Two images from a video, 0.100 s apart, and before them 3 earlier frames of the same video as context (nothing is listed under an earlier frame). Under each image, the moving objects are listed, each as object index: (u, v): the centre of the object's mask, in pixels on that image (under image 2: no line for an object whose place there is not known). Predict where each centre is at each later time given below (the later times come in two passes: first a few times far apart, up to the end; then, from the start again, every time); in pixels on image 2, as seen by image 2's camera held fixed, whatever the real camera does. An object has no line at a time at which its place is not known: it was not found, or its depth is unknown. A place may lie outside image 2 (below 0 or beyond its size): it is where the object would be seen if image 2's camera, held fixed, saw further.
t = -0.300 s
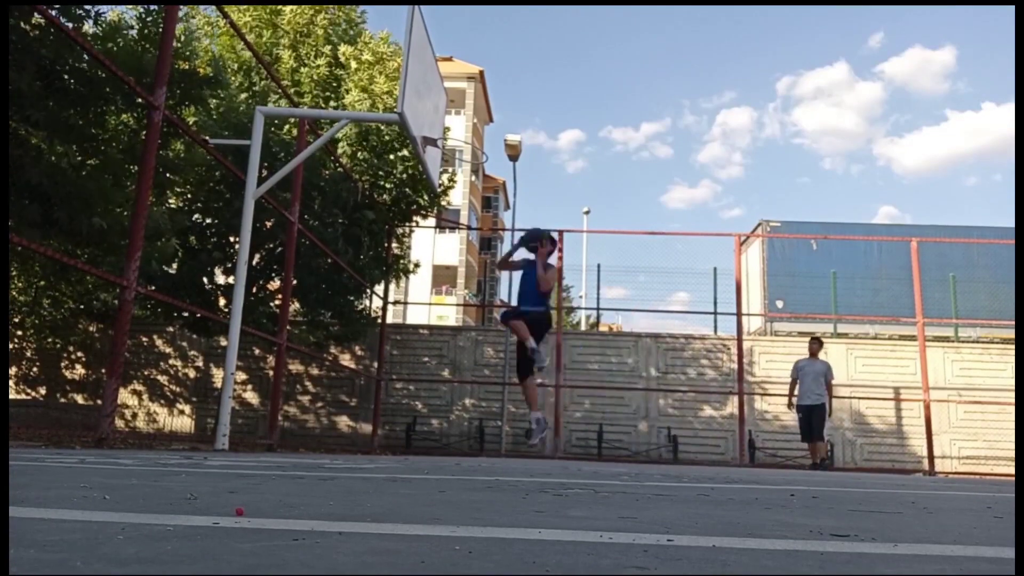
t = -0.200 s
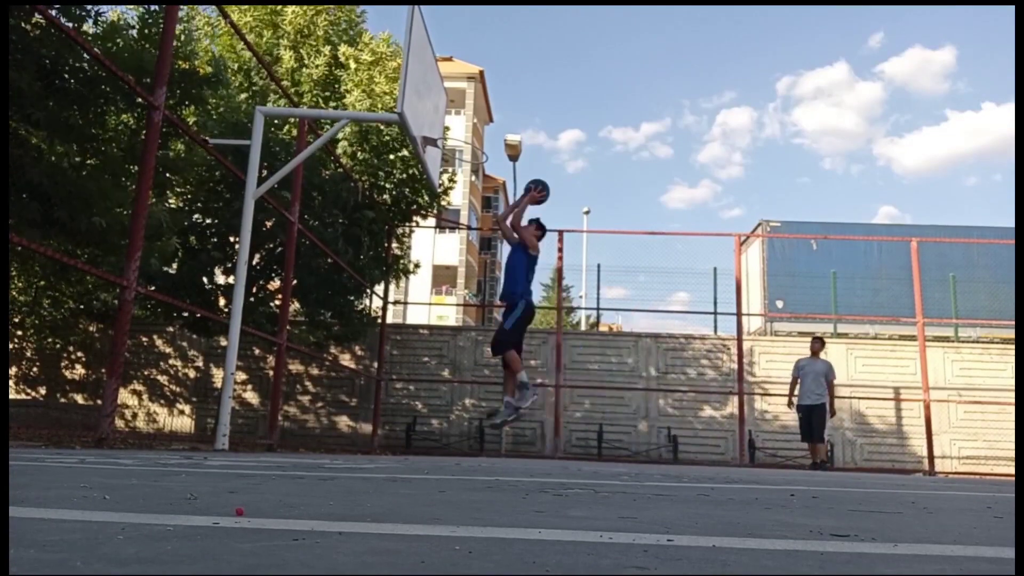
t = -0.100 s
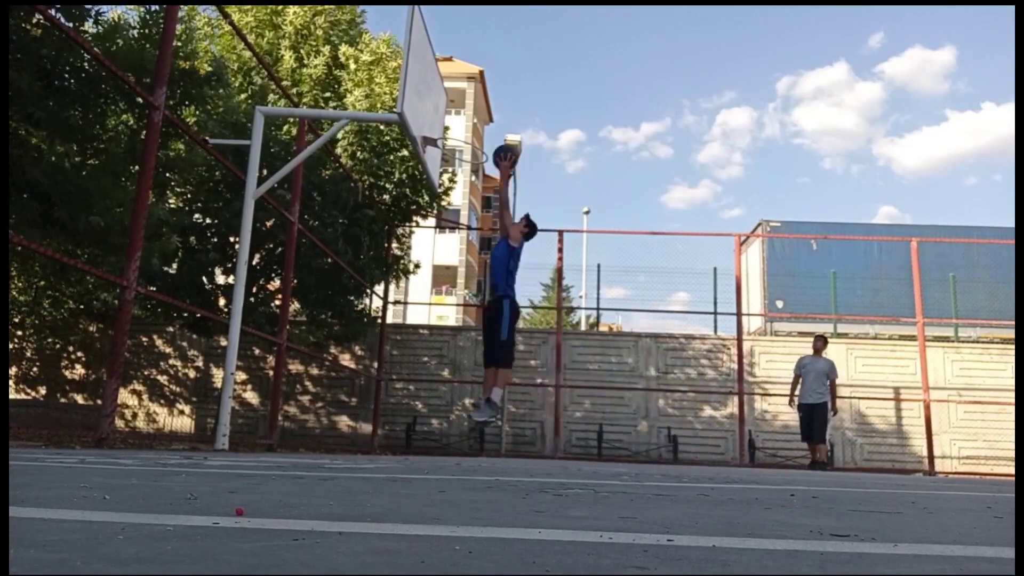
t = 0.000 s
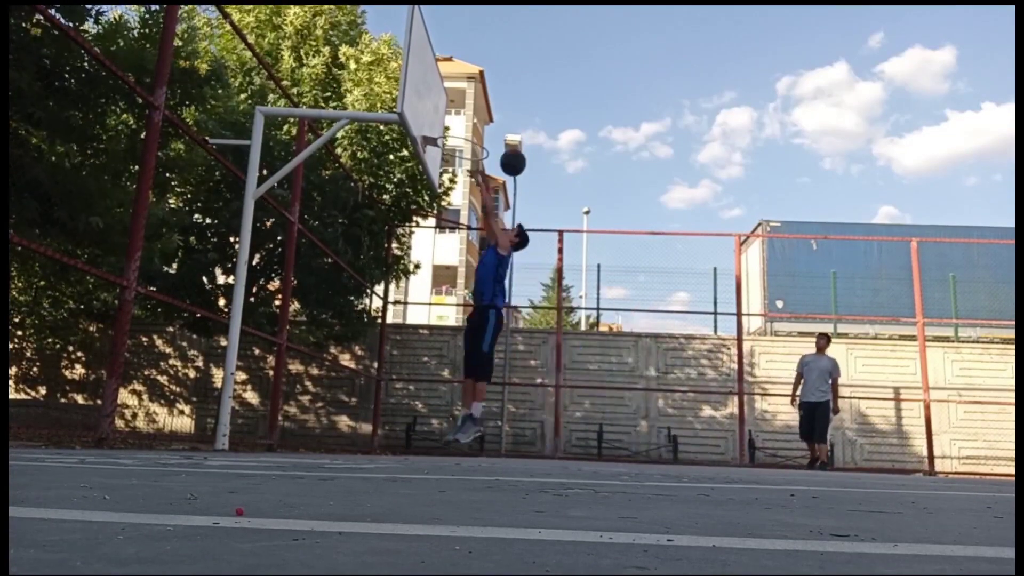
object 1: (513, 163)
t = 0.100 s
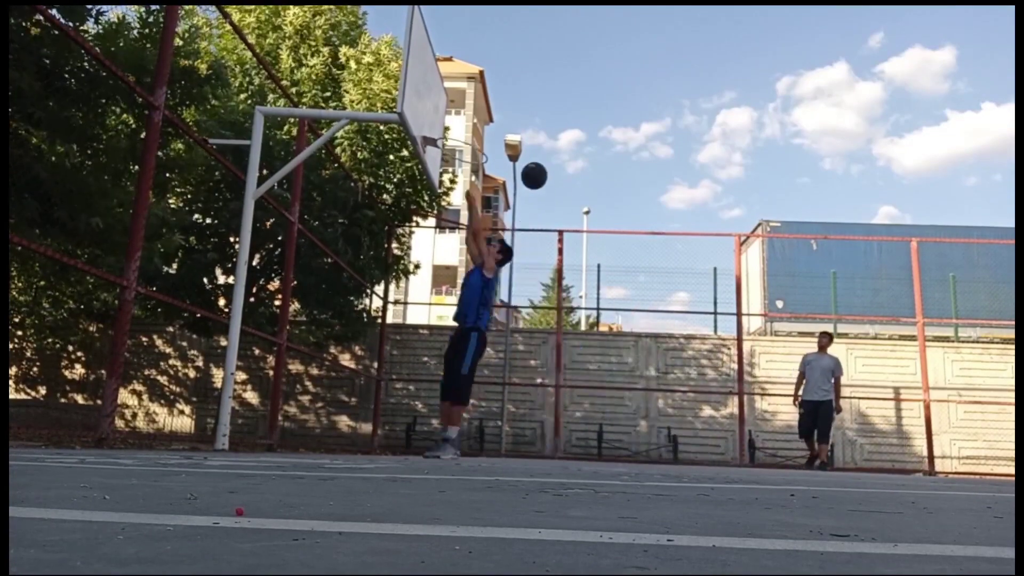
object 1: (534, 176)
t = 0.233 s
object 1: (562, 210)
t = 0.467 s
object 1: (611, 321)
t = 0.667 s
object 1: (656, 445)
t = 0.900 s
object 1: (691, 346)
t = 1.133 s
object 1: (724, 314)
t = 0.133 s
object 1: (541, 182)
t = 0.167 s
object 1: (548, 190)
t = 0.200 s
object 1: (555, 200)
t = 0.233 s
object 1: (562, 210)
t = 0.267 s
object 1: (569, 222)
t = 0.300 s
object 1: (576, 235)
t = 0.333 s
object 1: (583, 249)
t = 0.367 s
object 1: (590, 265)
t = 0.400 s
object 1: (597, 282)
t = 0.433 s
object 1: (604, 301)
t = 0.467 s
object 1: (611, 321)
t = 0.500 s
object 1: (619, 343)
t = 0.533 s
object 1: (626, 366)
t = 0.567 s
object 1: (634, 391)
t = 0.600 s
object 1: (642, 418)
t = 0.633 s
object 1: (650, 447)
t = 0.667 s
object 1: (656, 445)
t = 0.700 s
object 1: (661, 426)
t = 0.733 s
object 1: (666, 409)
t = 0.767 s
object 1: (671, 394)
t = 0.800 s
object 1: (676, 380)
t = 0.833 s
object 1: (681, 367)
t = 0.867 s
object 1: (686, 356)
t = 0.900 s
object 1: (691, 346)
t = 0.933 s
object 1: (695, 338)
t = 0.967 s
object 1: (700, 331)
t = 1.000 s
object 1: (705, 325)
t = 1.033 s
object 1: (710, 320)
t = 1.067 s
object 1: (714, 317)
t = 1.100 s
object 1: (719, 315)
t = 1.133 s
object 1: (724, 314)
